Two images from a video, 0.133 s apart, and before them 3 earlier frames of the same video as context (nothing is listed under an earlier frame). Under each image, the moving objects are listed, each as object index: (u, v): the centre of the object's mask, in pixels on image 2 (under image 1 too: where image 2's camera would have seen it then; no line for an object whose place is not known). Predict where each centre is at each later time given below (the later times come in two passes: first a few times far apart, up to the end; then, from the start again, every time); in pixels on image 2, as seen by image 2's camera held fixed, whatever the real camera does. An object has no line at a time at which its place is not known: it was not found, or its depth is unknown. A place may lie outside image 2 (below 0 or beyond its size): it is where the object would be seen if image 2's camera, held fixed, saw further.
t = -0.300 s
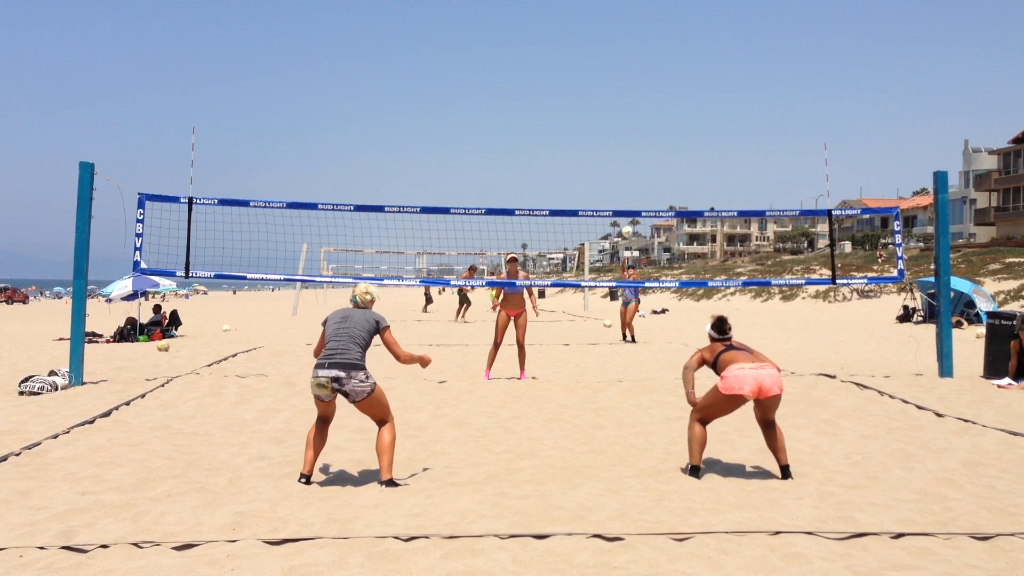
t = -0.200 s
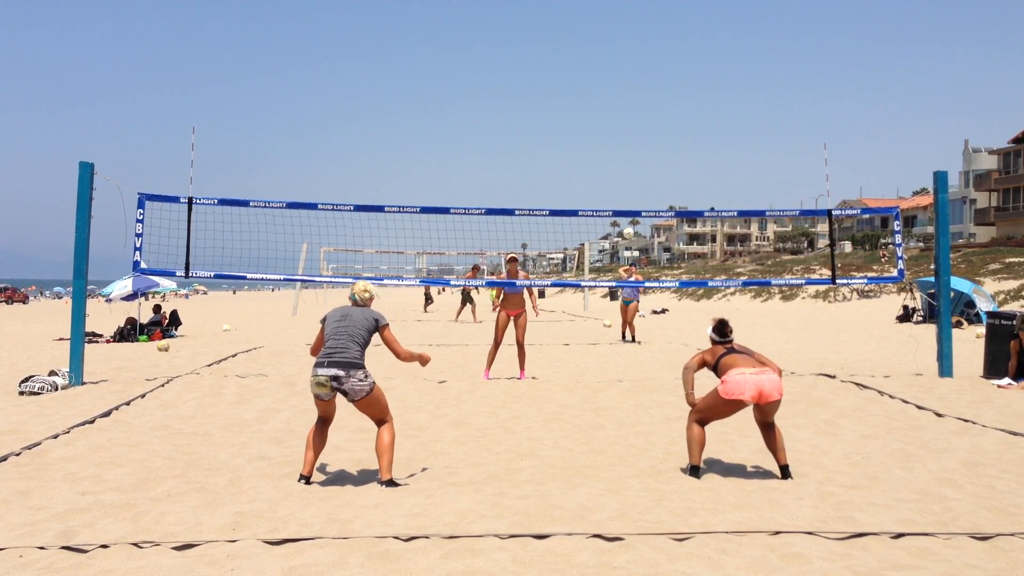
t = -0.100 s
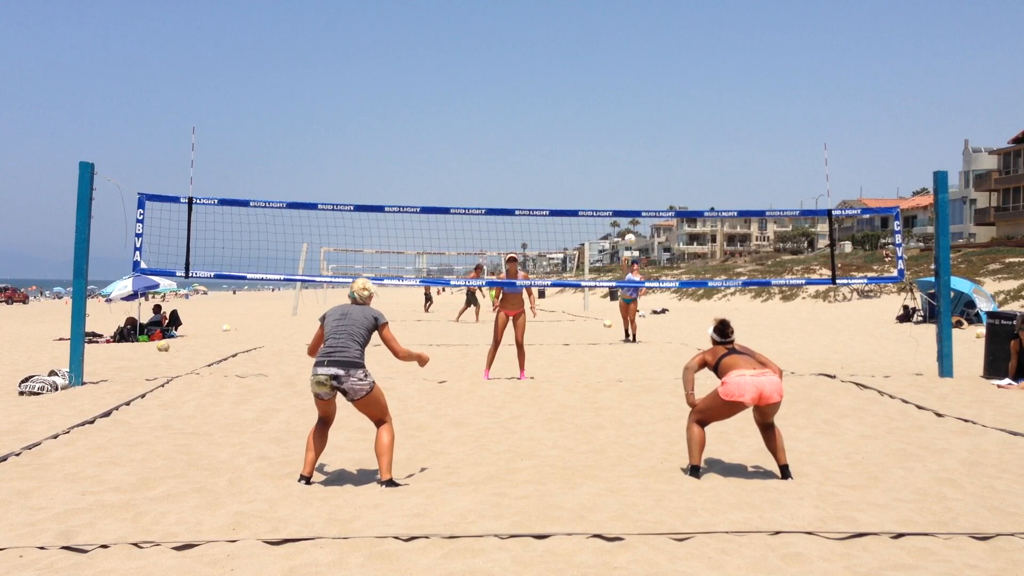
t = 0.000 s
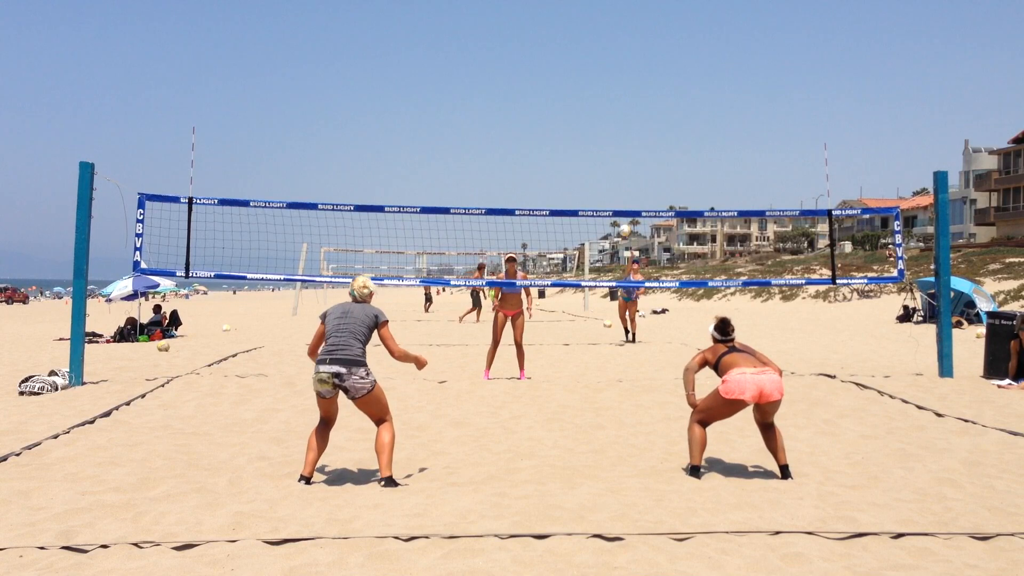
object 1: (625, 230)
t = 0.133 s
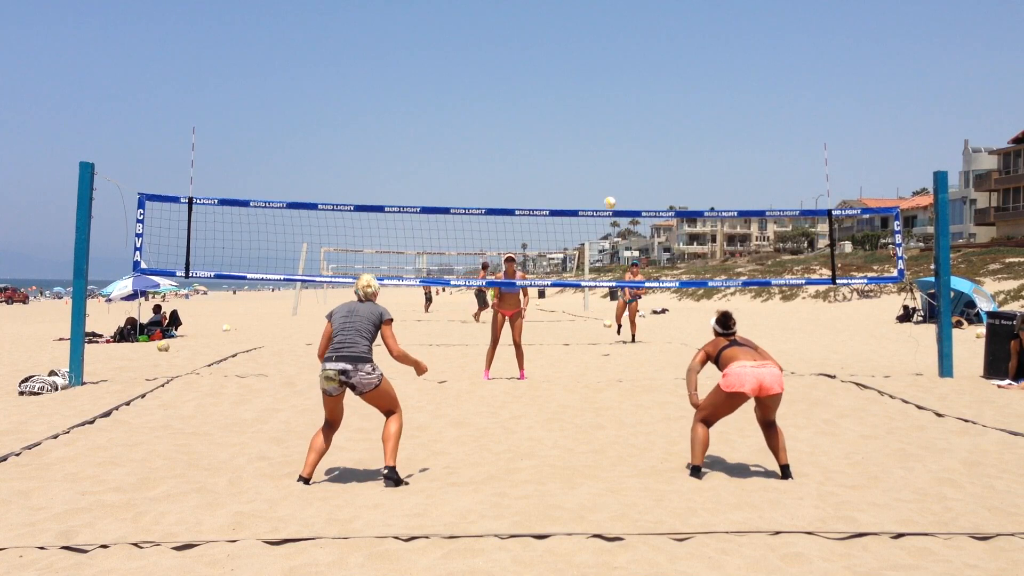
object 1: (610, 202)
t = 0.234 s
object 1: (597, 183)
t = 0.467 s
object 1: (562, 150)
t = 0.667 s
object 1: (528, 141)
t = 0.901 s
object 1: (481, 188)
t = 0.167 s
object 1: (606, 196)
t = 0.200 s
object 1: (602, 189)
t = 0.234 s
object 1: (597, 183)
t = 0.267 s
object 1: (593, 177)
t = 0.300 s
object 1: (588, 172)
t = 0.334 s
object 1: (584, 167)
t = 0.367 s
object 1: (578, 162)
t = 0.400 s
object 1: (573, 157)
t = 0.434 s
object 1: (568, 154)
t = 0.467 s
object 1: (562, 150)
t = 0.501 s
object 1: (557, 147)
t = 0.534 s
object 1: (551, 144)
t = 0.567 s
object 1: (545, 142)
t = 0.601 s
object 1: (539, 141)
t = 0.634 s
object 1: (534, 141)
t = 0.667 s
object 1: (528, 141)
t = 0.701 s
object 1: (523, 143)
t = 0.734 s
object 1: (517, 147)
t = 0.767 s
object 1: (511, 151)
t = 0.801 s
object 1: (504, 158)
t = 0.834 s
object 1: (497, 166)
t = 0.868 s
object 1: (489, 176)
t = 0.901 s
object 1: (481, 188)
